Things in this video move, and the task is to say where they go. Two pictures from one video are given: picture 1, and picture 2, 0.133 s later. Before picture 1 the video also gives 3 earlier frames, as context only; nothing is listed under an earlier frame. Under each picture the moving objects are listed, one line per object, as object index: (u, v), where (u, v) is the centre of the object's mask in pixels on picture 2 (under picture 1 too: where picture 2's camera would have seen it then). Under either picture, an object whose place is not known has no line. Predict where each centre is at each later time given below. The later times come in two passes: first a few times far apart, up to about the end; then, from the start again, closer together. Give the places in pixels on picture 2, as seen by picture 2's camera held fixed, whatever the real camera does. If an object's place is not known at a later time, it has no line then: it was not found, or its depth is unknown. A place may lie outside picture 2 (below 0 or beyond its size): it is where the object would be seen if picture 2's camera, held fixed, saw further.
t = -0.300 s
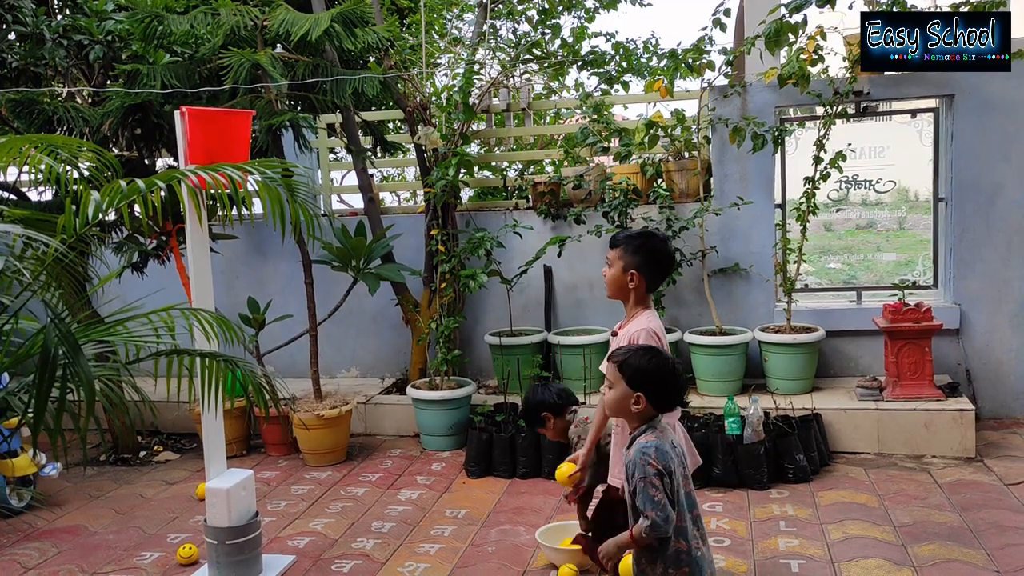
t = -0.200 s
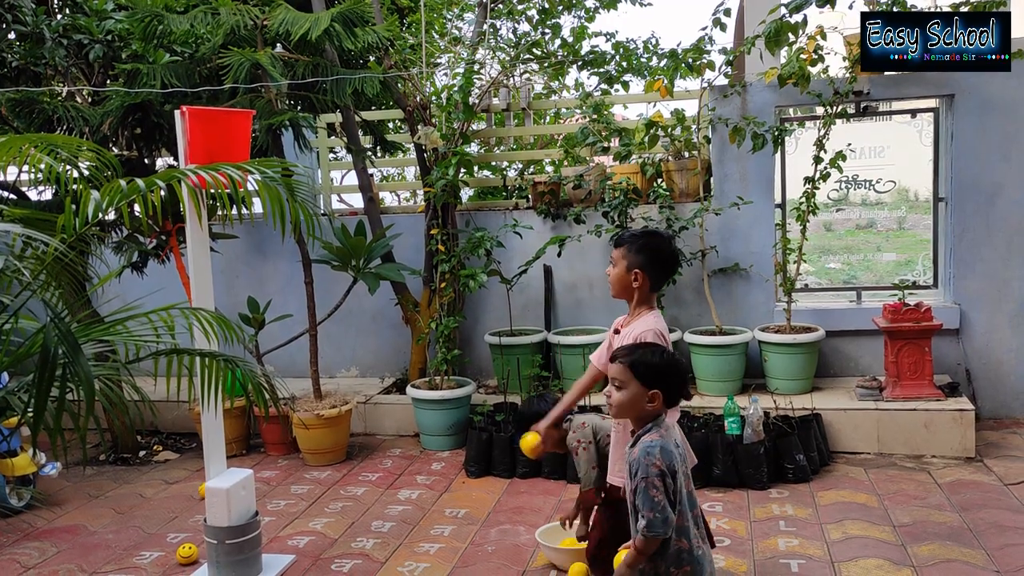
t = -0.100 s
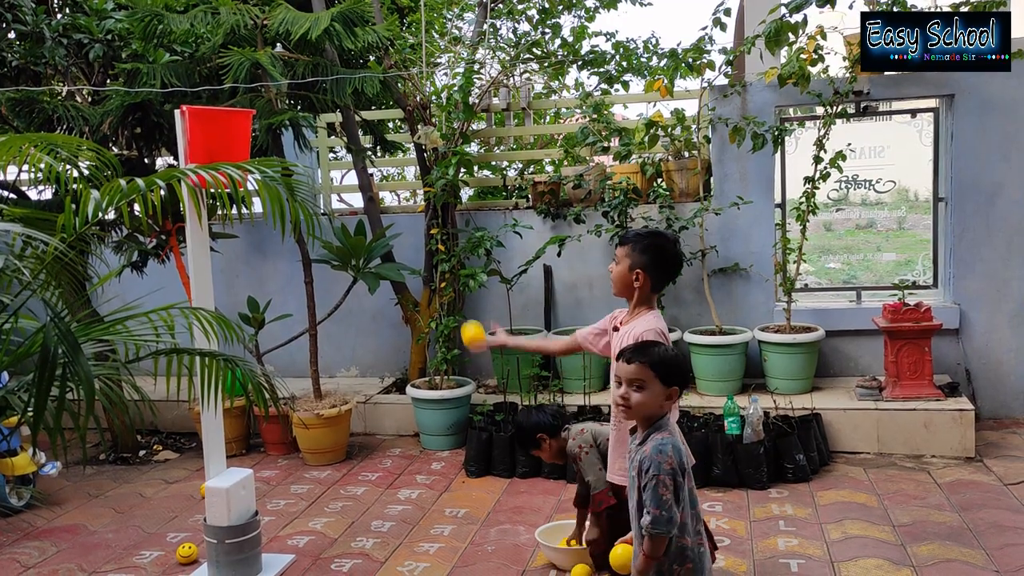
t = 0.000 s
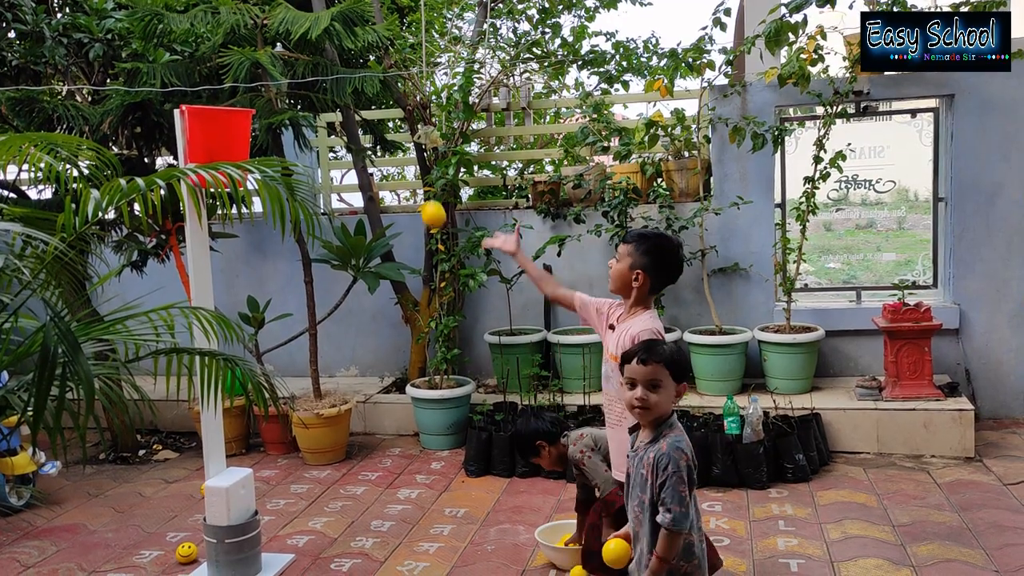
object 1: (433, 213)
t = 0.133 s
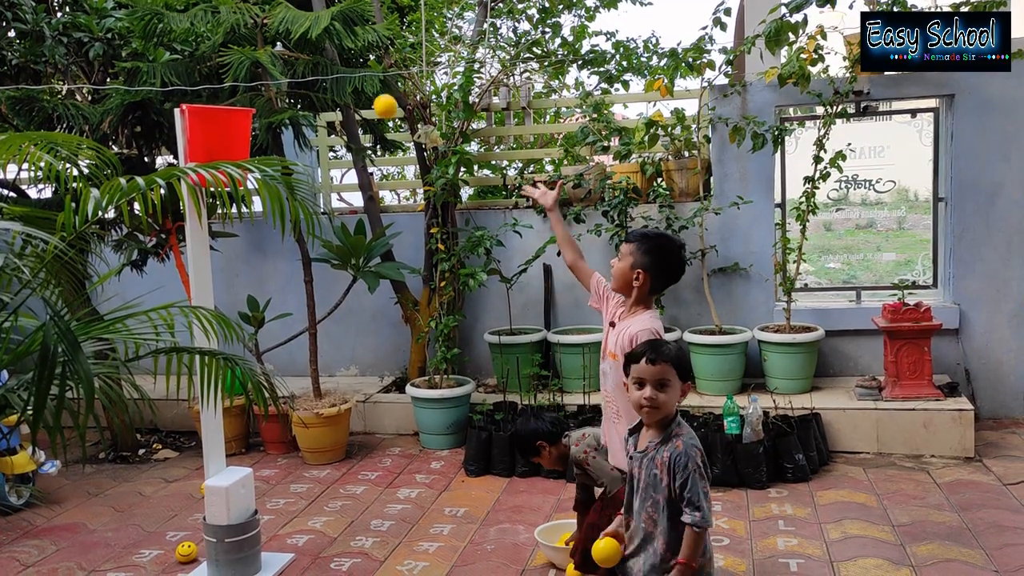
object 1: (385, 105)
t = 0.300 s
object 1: (332, 55)
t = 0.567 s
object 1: (270, 149)
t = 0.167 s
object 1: (374, 89)
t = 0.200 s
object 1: (363, 75)
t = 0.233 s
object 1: (353, 64)
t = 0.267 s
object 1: (342, 58)
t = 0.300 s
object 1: (332, 55)
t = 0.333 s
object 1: (323, 55)
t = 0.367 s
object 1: (314, 59)
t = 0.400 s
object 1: (306, 66)
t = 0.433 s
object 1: (298, 77)
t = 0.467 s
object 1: (290, 91)
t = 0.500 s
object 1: (283, 108)
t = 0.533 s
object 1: (276, 128)
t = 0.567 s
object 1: (270, 149)
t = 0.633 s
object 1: (257, 208)
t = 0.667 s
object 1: (254, 237)
